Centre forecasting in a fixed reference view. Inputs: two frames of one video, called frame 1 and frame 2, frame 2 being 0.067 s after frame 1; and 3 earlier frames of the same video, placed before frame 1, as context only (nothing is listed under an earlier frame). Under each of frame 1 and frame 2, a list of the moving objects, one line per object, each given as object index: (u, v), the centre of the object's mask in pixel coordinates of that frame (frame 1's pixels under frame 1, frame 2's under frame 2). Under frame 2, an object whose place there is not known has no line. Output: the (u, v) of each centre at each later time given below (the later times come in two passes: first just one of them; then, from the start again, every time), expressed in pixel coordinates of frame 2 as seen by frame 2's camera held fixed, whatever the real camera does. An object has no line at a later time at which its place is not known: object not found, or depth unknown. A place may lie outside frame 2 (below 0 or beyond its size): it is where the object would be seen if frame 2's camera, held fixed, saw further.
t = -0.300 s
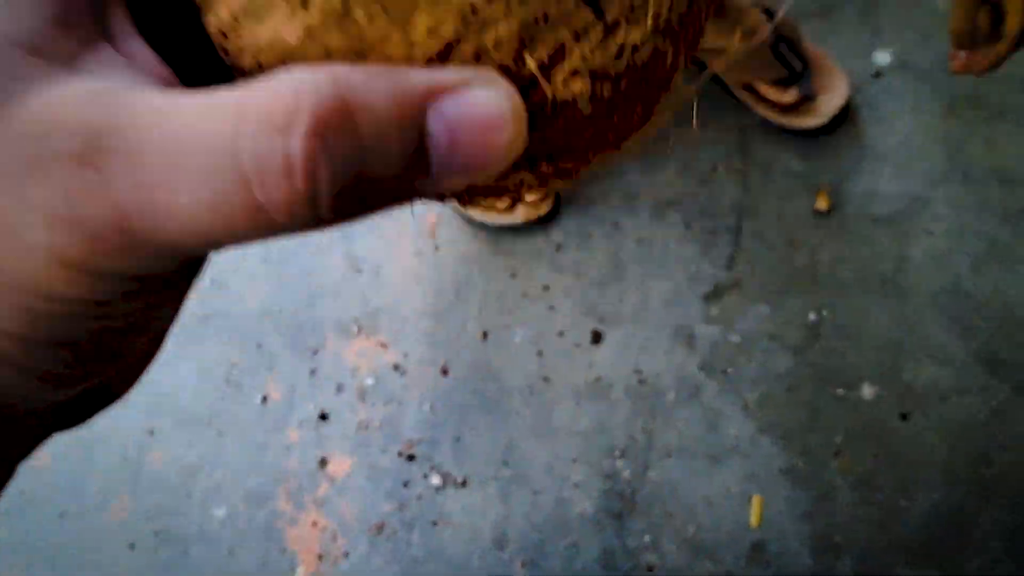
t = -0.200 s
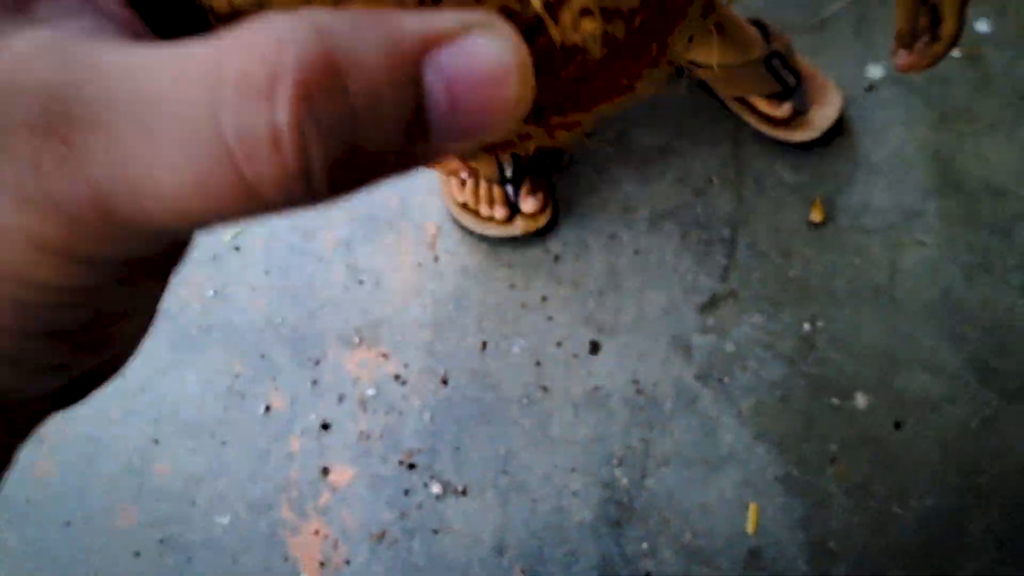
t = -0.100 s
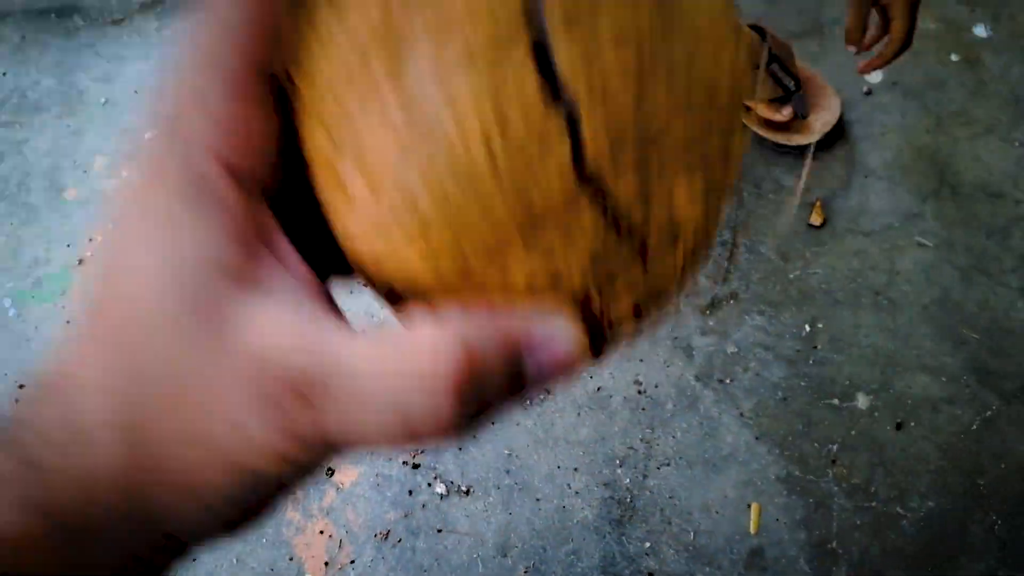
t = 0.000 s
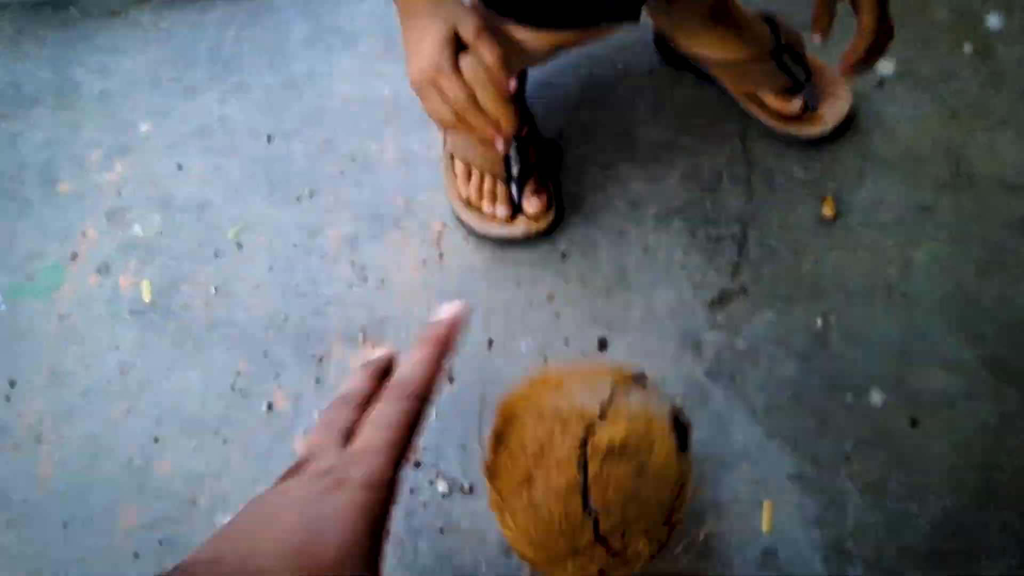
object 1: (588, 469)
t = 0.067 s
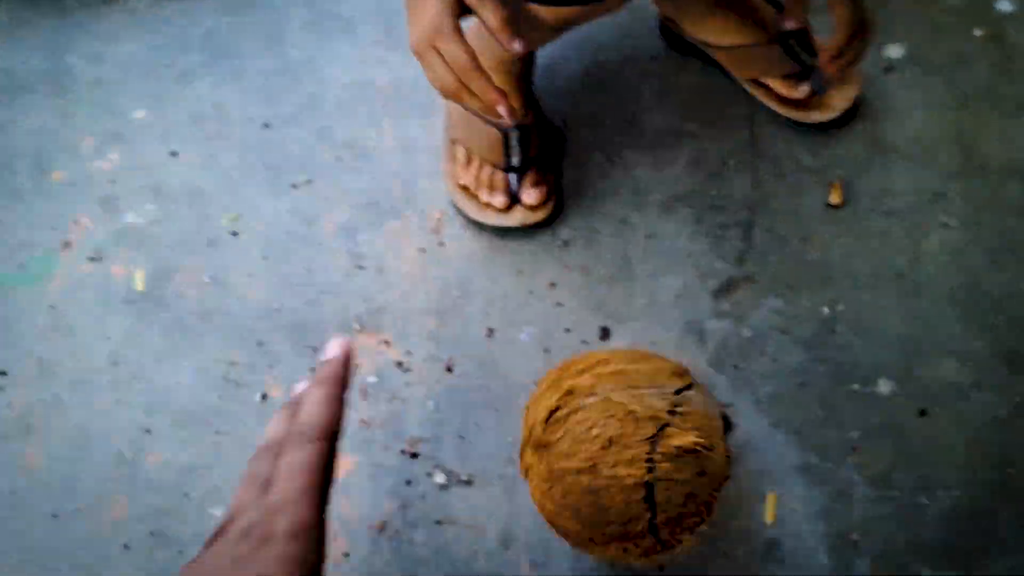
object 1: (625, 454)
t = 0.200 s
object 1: (695, 441)
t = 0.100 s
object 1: (643, 444)
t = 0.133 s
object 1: (659, 442)
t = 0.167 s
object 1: (677, 449)
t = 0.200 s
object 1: (695, 441)
